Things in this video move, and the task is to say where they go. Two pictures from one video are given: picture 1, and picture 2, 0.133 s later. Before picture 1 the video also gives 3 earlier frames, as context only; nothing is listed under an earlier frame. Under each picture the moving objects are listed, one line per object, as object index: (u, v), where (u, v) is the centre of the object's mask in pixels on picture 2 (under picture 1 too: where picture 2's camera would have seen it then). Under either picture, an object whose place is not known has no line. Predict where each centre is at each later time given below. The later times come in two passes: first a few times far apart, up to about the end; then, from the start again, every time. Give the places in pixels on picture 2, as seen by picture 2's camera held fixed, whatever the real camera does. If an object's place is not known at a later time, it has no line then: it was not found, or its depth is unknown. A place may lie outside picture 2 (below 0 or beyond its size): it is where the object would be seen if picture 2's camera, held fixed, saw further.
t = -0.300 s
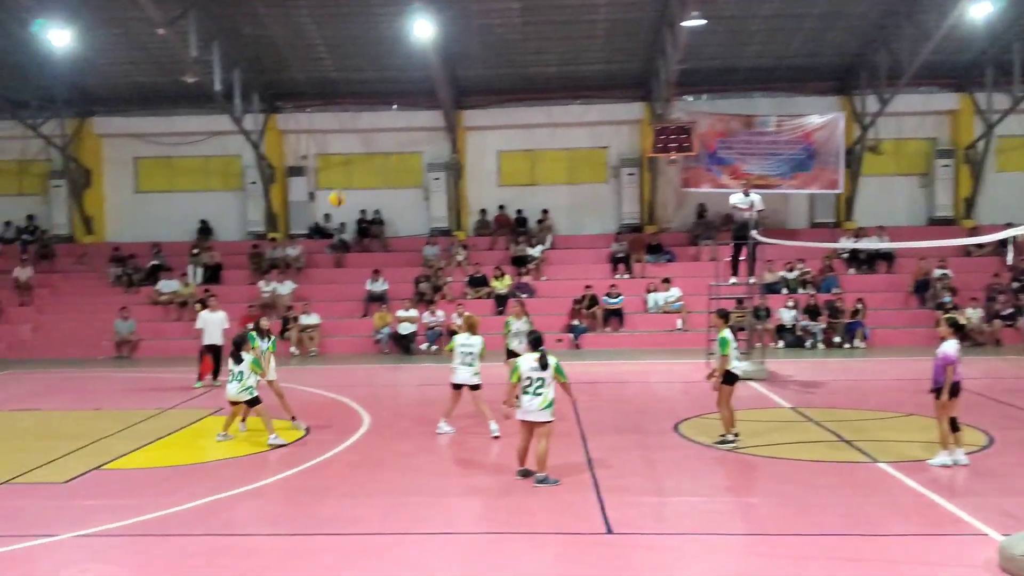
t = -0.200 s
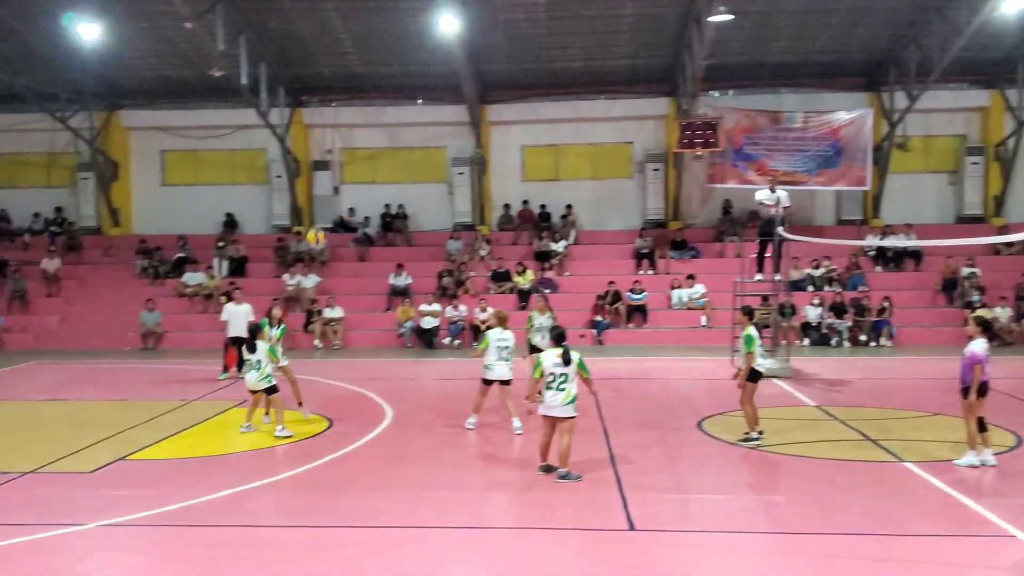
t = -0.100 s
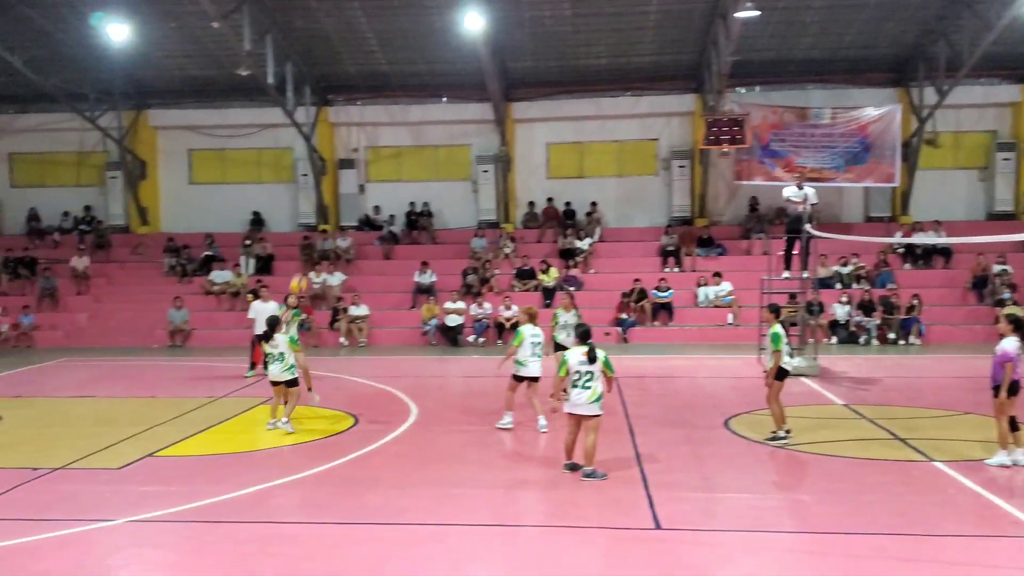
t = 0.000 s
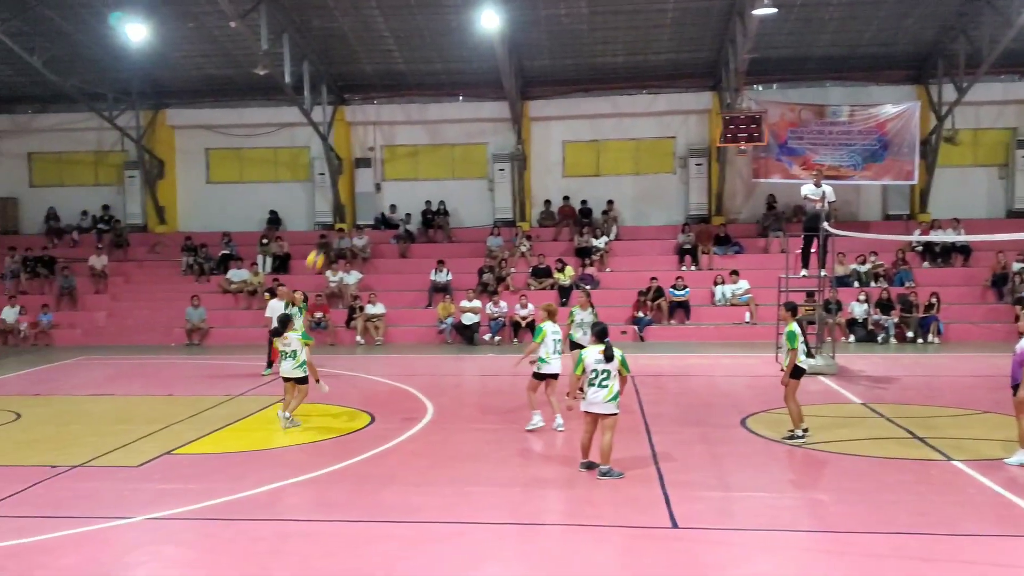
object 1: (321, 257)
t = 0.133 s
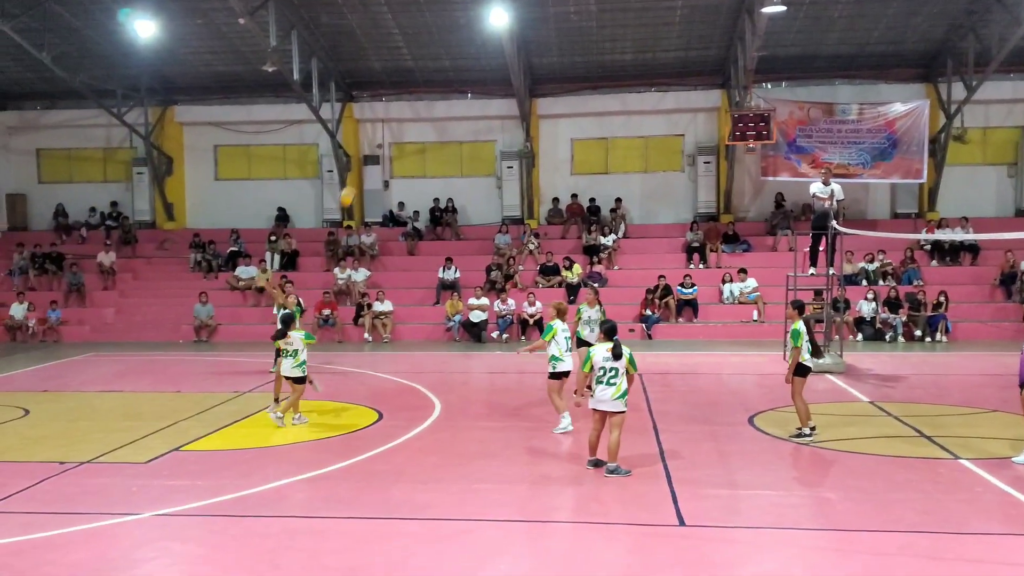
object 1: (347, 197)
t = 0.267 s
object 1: (372, 150)
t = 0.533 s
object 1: (424, 95)
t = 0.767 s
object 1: (467, 96)
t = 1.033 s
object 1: (507, 149)
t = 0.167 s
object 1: (353, 183)
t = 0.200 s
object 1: (360, 170)
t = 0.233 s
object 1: (366, 160)
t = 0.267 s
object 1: (372, 150)
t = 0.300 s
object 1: (379, 140)
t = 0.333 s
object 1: (385, 130)
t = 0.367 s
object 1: (392, 123)
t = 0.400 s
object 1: (398, 116)
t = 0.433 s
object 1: (405, 110)
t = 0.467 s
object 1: (411, 104)
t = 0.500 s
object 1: (418, 99)
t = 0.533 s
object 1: (424, 95)
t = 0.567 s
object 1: (430, 93)
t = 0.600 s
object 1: (436, 91)
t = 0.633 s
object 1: (442, 91)
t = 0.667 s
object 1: (448, 90)
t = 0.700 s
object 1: (454, 91)
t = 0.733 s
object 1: (461, 93)
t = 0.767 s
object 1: (467, 96)
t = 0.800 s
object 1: (472, 99)
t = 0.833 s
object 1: (480, 107)
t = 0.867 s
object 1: (482, 110)
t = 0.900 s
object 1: (487, 116)
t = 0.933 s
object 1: (493, 123)
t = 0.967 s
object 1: (497, 130)
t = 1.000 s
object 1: (502, 139)
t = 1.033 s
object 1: (507, 149)
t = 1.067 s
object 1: (512, 158)
